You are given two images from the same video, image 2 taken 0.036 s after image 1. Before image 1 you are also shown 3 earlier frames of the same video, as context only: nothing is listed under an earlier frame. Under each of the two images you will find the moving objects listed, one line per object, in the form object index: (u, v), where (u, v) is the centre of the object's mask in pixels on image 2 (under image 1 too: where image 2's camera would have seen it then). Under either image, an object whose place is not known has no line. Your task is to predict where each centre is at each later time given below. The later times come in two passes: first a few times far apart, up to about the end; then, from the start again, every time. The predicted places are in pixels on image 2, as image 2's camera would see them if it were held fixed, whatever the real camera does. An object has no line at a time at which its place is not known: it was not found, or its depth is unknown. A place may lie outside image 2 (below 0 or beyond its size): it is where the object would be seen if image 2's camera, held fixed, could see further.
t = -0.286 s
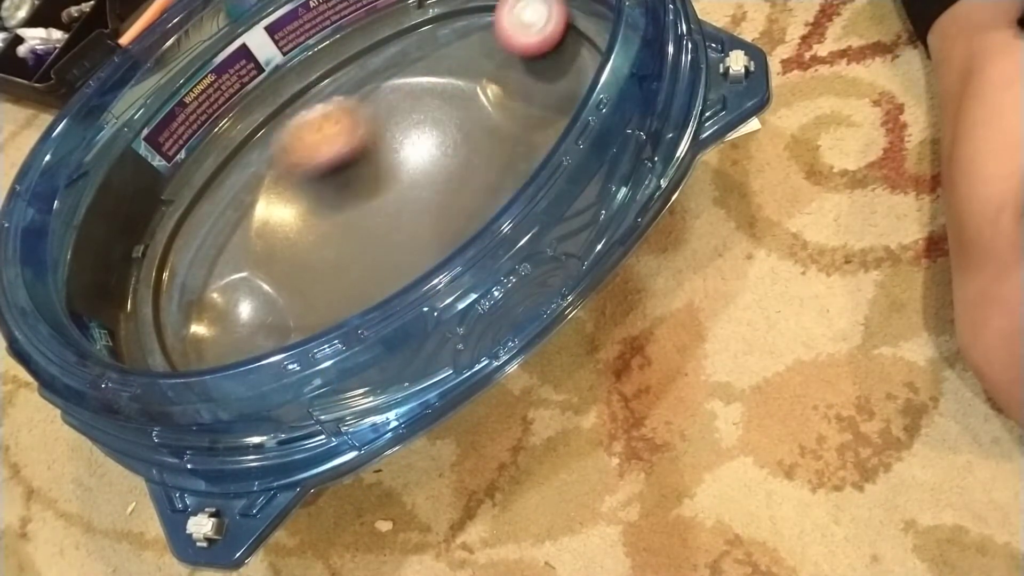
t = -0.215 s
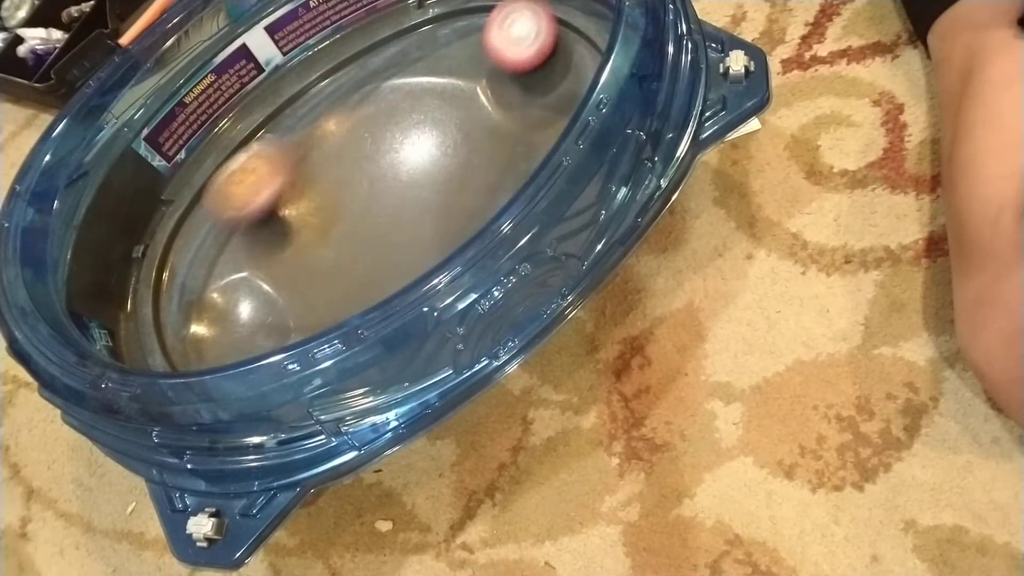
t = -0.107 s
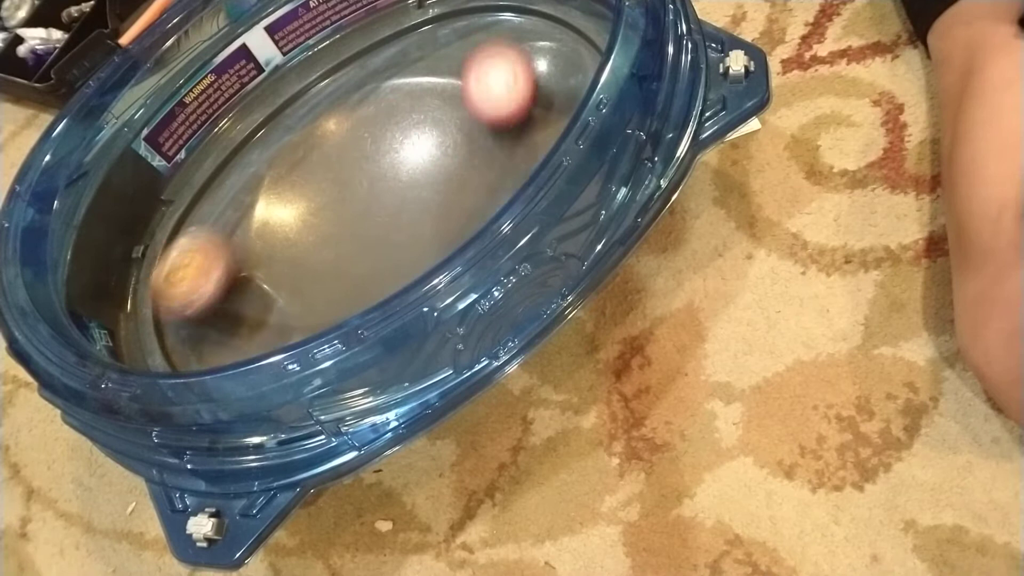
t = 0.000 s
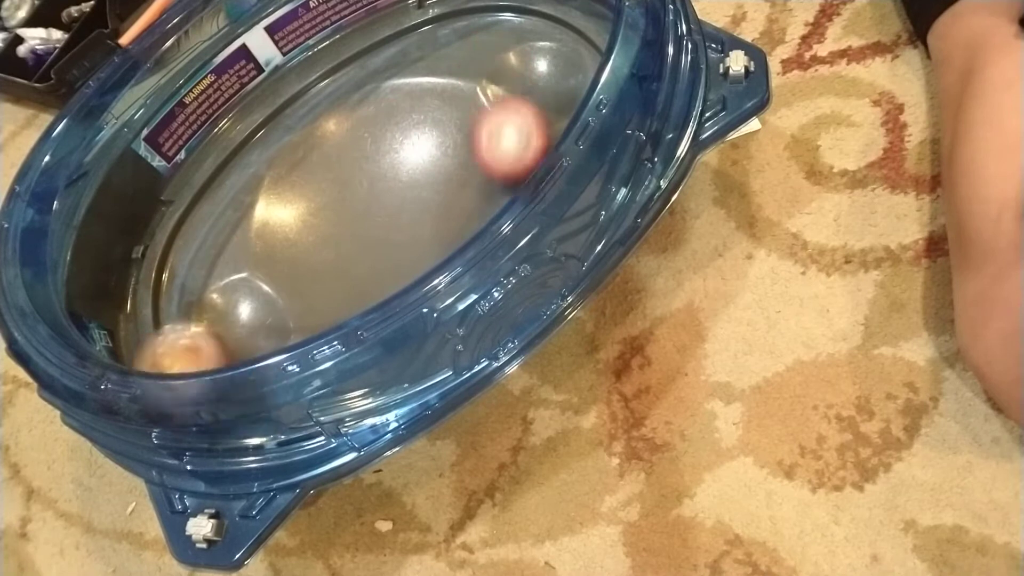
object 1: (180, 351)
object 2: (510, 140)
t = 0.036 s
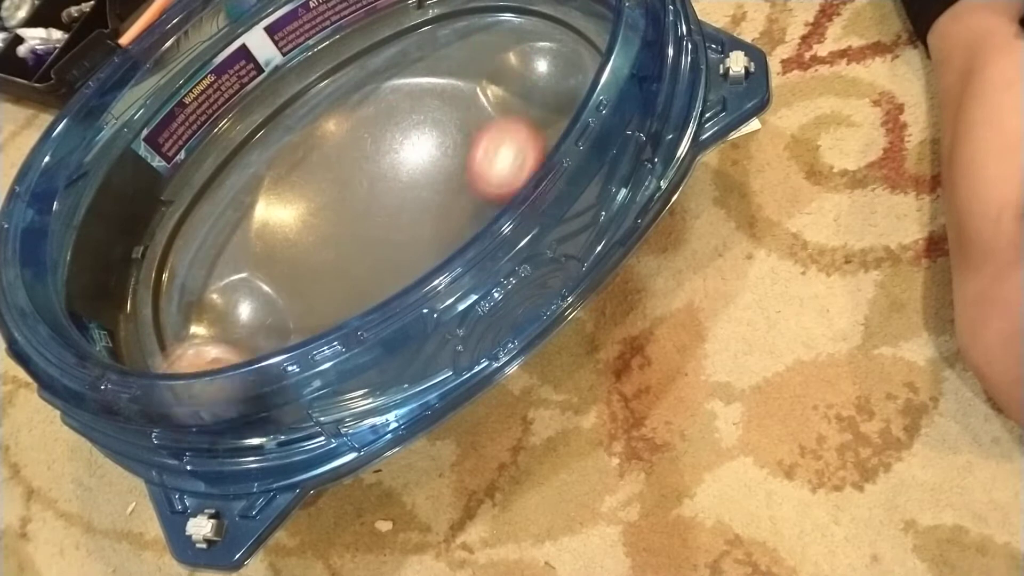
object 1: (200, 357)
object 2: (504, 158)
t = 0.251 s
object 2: (404, 240)
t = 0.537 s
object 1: (466, 167)
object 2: (392, 226)
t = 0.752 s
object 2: (489, 174)
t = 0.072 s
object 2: (492, 176)
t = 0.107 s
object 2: (478, 194)
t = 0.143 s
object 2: (460, 210)
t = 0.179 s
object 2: (441, 223)
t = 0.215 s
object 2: (422, 234)
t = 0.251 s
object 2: (404, 240)
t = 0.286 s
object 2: (389, 242)
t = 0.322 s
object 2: (378, 243)
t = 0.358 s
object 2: (370, 241)
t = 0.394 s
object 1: (417, 266)
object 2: (366, 239)
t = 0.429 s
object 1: (434, 248)
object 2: (367, 236)
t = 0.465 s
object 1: (449, 225)
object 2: (372, 233)
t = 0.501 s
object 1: (463, 199)
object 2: (380, 229)
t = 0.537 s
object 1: (466, 167)
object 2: (392, 226)
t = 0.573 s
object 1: (457, 134)
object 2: (406, 223)
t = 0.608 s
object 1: (436, 105)
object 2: (423, 219)
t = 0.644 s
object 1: (411, 83)
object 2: (440, 214)
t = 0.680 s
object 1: (383, 70)
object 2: (459, 205)
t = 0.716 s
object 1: (354, 66)
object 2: (476, 191)
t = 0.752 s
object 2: (489, 174)
